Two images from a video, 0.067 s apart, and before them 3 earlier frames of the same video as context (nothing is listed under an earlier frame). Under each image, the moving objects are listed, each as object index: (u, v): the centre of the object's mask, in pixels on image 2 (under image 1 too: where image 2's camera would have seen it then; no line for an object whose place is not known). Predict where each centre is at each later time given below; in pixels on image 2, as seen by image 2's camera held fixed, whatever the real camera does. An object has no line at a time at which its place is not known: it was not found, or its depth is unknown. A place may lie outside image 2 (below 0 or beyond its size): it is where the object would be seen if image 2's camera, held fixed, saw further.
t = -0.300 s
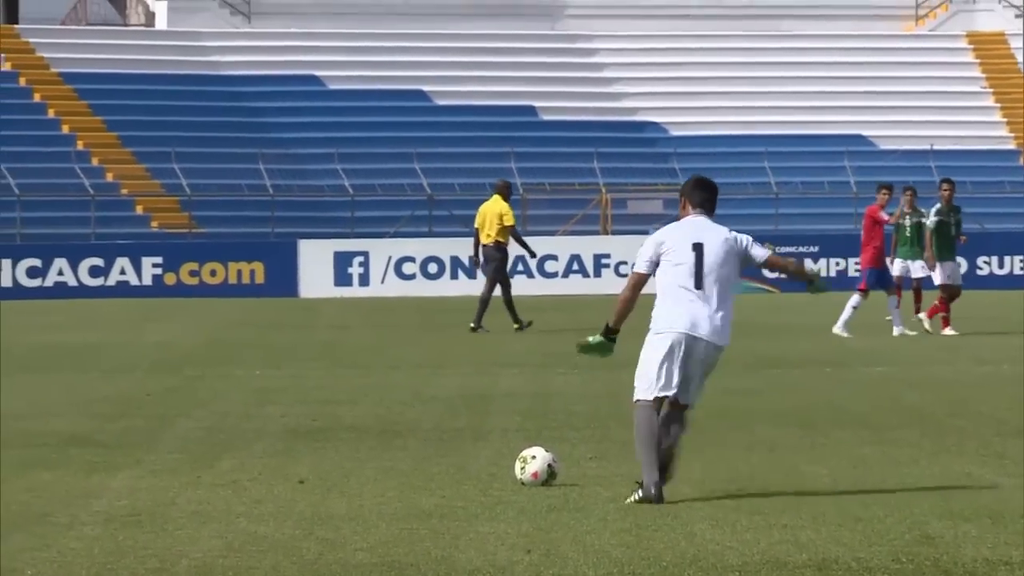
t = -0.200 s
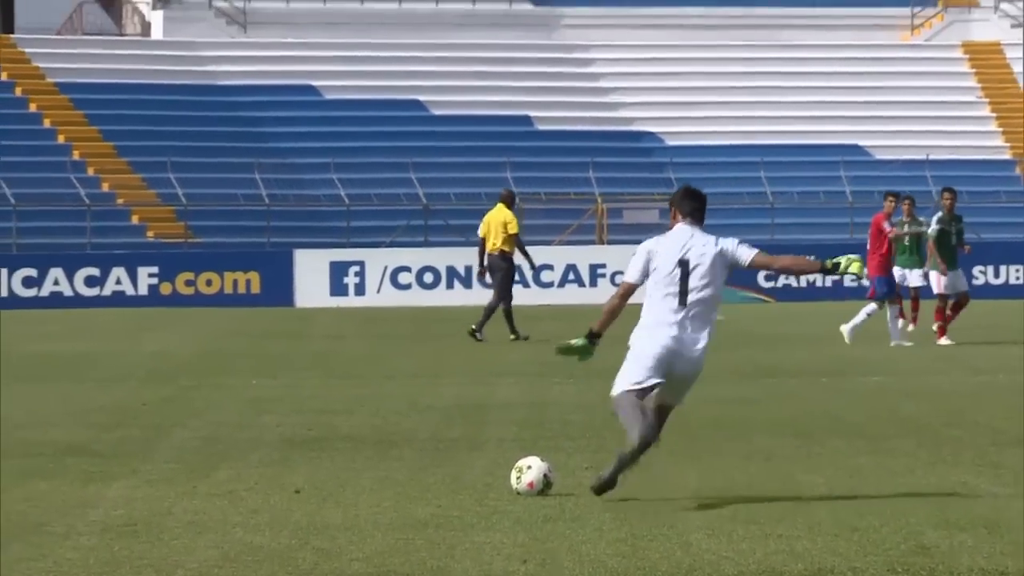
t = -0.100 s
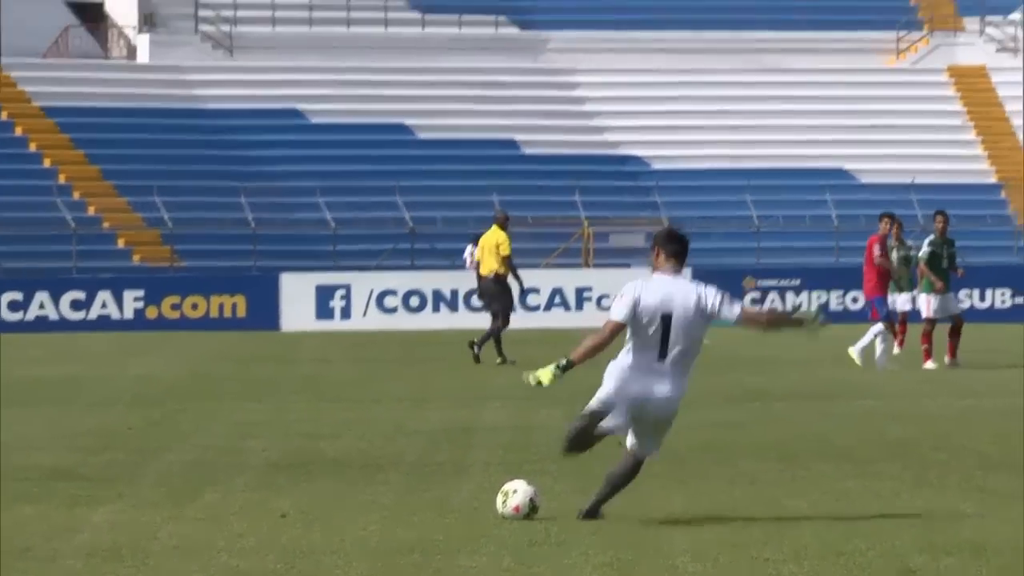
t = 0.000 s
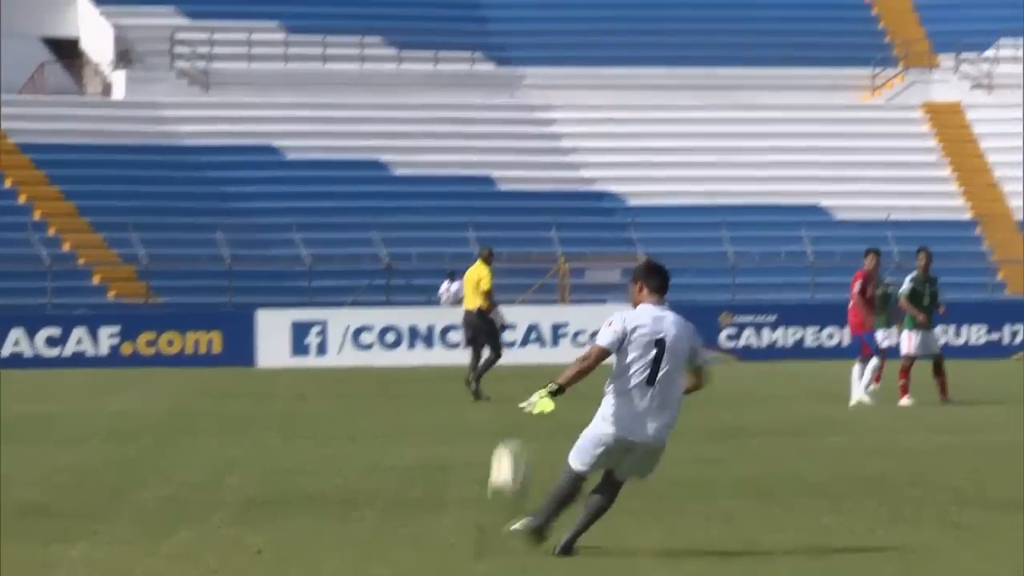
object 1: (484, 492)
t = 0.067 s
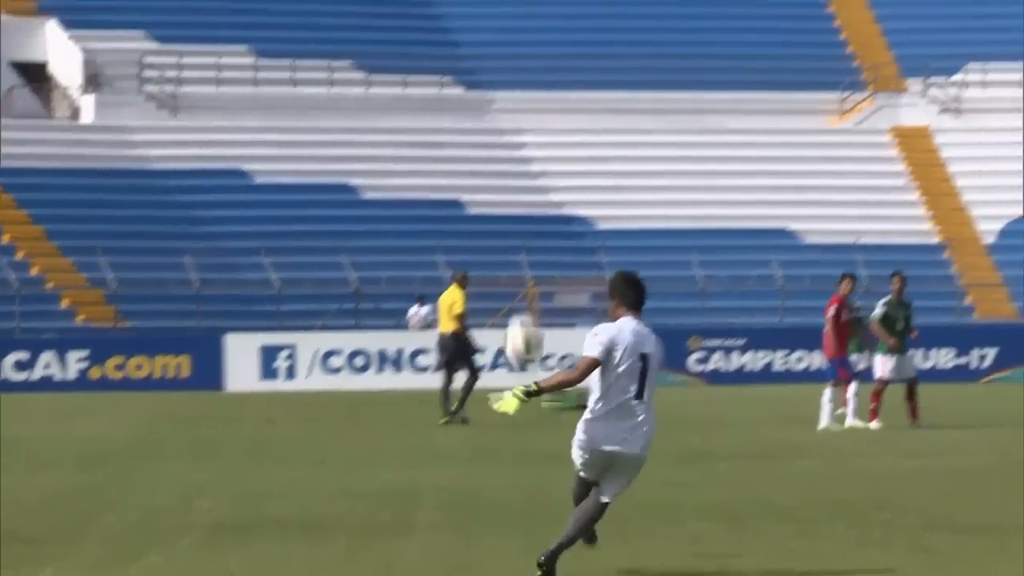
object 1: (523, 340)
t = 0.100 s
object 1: (543, 271)
